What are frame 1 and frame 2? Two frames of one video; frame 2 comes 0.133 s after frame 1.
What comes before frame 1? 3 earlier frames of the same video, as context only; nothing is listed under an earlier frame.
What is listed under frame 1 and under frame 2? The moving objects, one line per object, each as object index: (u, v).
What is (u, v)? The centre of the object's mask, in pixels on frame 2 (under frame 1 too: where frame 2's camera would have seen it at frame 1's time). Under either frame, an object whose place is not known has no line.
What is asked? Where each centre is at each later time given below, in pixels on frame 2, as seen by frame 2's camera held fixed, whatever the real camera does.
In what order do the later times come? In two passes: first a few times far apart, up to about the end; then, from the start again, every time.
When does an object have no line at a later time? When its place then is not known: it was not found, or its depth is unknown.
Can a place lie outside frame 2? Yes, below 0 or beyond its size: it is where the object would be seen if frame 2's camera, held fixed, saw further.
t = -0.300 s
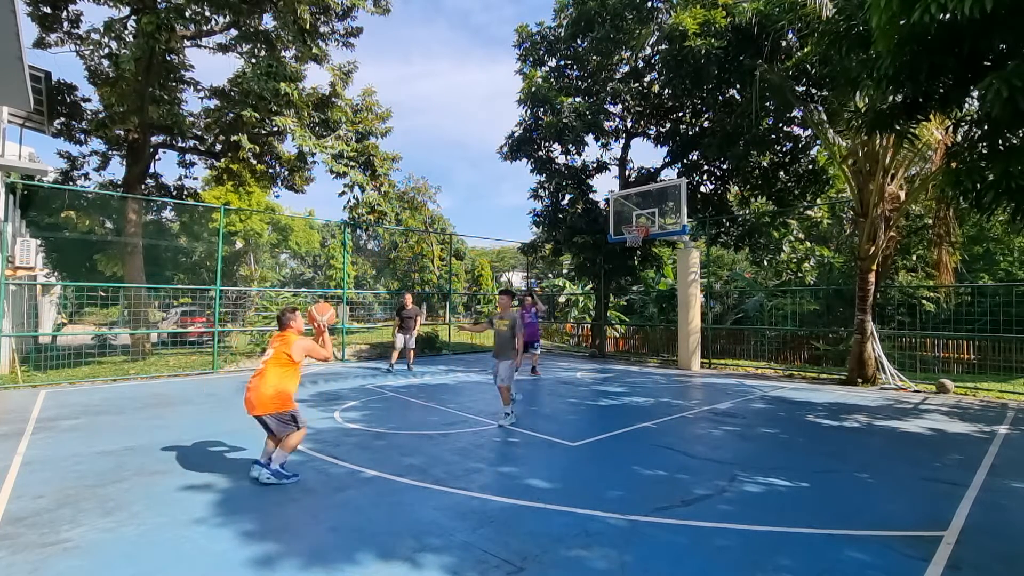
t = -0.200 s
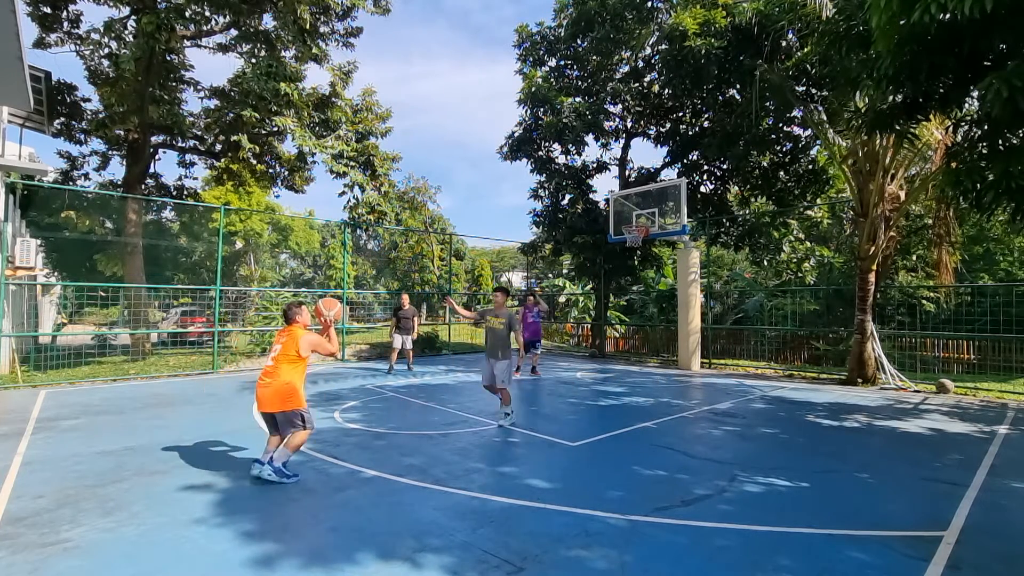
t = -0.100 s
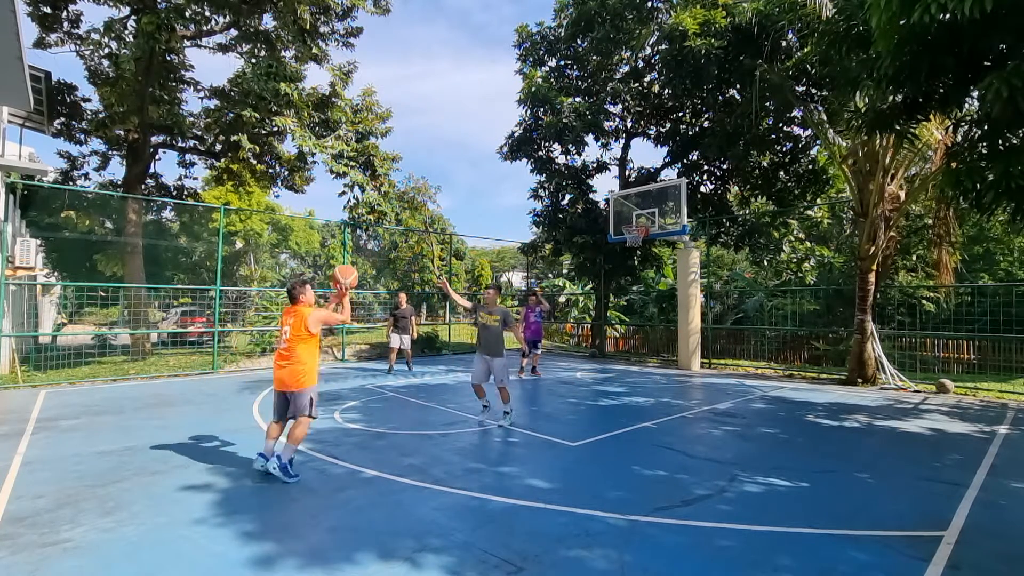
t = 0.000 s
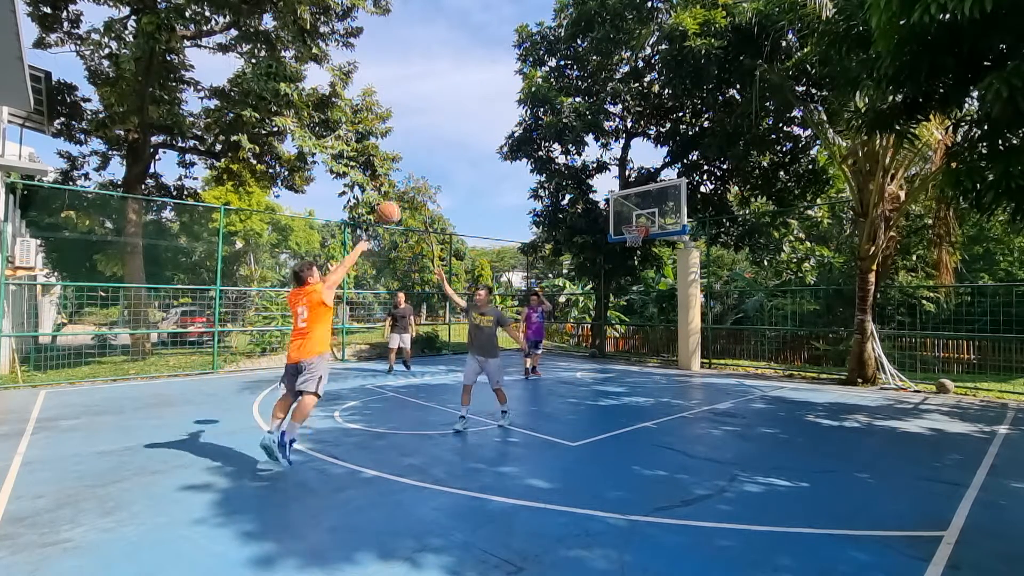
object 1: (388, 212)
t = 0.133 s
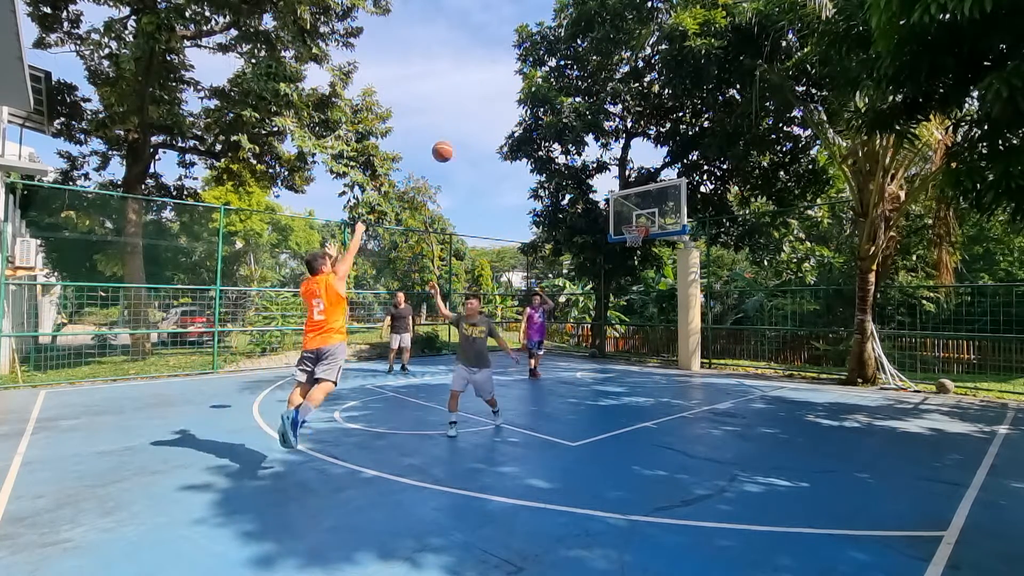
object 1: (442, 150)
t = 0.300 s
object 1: (495, 109)
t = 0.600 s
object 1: (565, 99)
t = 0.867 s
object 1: (607, 133)
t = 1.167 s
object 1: (643, 206)
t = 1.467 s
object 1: (653, 214)
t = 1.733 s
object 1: (647, 236)
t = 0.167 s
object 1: (454, 139)
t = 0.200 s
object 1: (466, 130)
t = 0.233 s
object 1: (476, 122)
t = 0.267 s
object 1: (486, 115)
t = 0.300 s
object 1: (495, 109)
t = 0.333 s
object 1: (504, 105)
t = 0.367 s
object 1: (513, 101)
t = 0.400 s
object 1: (522, 99)
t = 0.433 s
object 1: (529, 96)
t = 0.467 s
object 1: (537, 96)
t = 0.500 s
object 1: (544, 96)
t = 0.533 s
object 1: (551, 95)
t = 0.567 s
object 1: (557, 96)
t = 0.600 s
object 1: (565, 99)
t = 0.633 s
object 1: (571, 102)
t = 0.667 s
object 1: (577, 104)
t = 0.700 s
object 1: (582, 108)
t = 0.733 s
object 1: (588, 113)
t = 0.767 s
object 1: (593, 118)
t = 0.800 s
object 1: (598, 123)
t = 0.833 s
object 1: (602, 129)
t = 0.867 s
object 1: (607, 133)
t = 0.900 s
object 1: (611, 140)
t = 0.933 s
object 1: (617, 148)
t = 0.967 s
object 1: (621, 155)
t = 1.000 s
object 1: (625, 164)
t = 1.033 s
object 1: (629, 171)
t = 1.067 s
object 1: (633, 179)
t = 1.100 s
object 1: (636, 187)
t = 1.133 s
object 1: (640, 196)
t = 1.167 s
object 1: (643, 206)
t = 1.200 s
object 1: (647, 216)
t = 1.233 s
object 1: (653, 222)
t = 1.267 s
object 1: (653, 220)
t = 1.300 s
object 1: (653, 218)
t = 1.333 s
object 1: (653, 217)
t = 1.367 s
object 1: (653, 215)
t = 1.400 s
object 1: (653, 215)
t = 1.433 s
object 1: (652, 215)
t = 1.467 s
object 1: (653, 214)
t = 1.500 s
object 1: (652, 215)
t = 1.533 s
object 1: (652, 215)
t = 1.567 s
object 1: (652, 217)
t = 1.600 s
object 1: (650, 219)
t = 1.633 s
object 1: (649, 220)
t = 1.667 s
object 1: (649, 224)
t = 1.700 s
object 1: (649, 230)
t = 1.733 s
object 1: (647, 236)
